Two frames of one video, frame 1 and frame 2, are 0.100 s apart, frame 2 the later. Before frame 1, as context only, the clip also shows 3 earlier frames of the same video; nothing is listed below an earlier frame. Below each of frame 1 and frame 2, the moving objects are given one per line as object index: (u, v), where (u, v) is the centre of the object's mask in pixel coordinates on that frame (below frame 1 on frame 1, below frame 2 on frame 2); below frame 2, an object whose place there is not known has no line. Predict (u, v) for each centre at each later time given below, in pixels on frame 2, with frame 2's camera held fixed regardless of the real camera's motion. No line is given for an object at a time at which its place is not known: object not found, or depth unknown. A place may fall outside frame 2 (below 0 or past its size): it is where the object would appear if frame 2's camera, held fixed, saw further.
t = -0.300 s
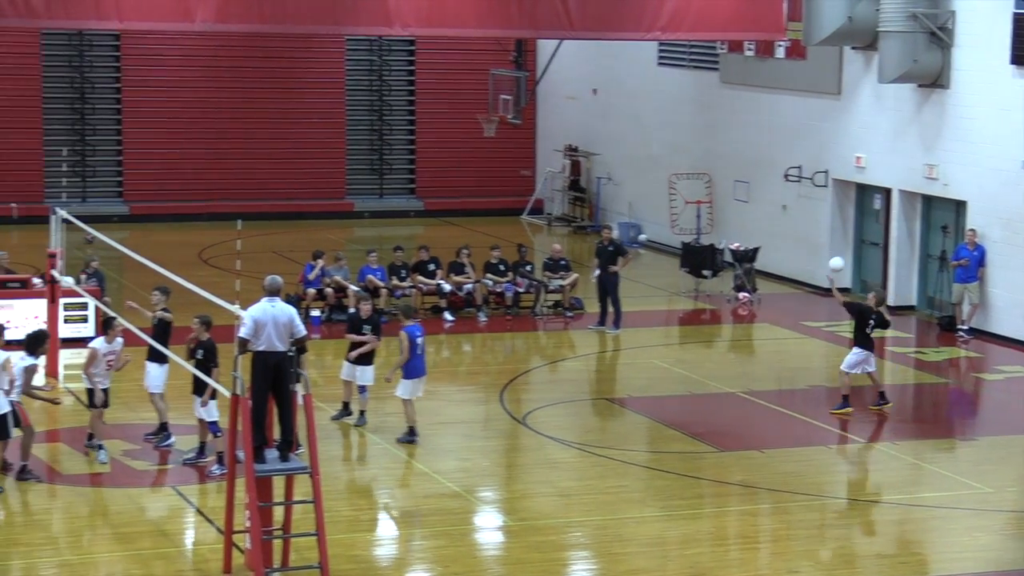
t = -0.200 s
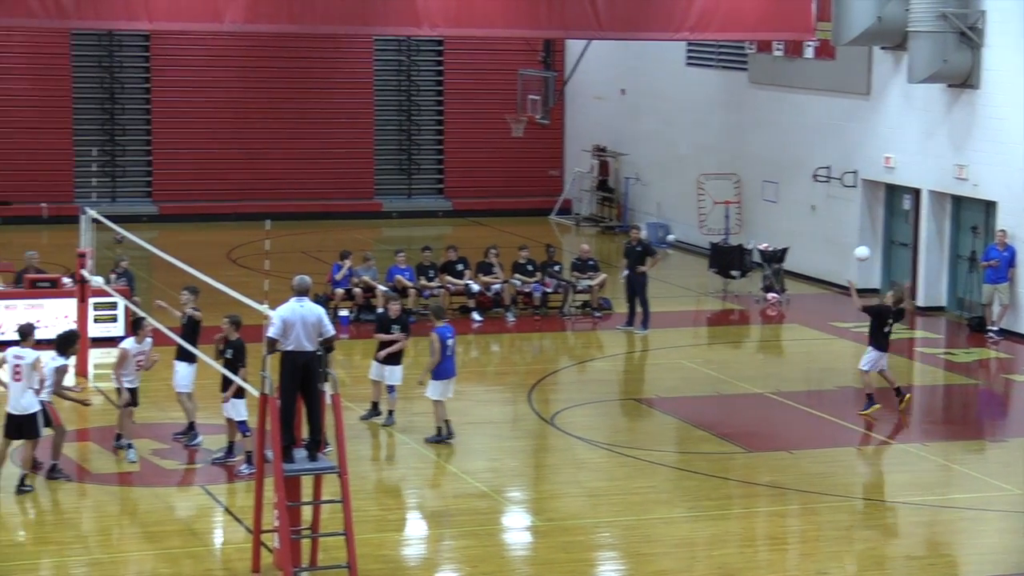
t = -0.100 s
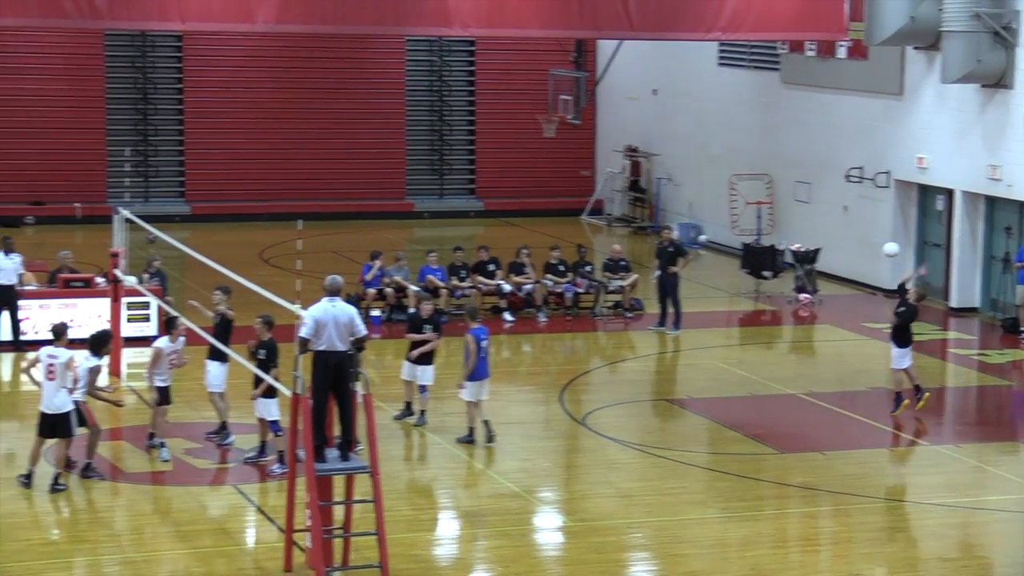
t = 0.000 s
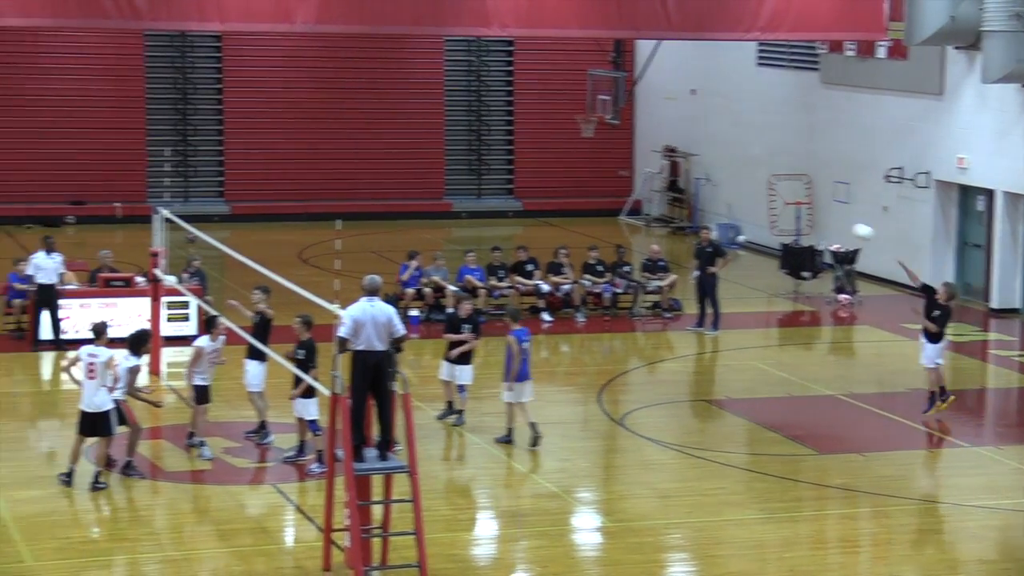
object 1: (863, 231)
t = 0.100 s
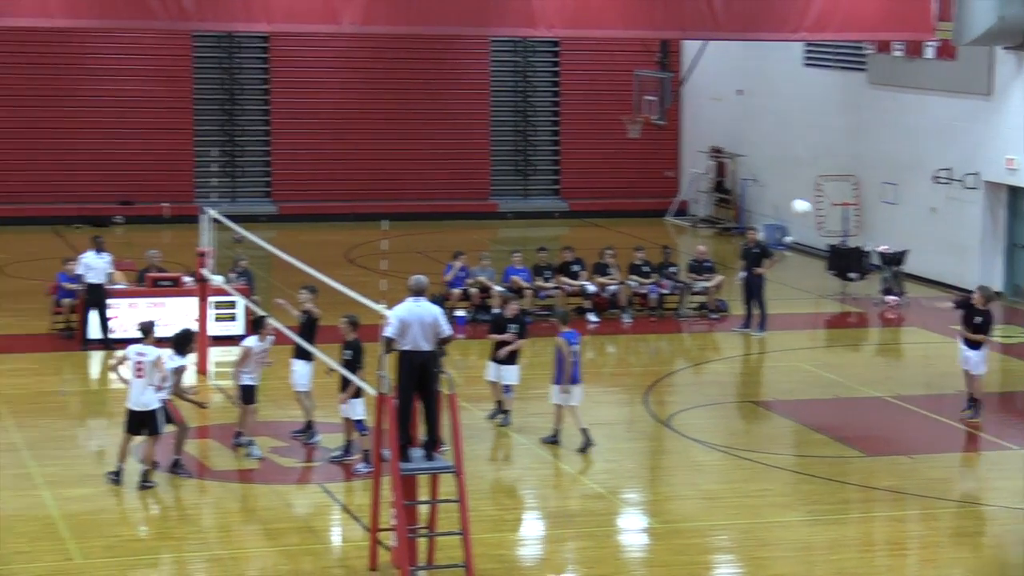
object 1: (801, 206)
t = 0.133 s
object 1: (769, 199)
